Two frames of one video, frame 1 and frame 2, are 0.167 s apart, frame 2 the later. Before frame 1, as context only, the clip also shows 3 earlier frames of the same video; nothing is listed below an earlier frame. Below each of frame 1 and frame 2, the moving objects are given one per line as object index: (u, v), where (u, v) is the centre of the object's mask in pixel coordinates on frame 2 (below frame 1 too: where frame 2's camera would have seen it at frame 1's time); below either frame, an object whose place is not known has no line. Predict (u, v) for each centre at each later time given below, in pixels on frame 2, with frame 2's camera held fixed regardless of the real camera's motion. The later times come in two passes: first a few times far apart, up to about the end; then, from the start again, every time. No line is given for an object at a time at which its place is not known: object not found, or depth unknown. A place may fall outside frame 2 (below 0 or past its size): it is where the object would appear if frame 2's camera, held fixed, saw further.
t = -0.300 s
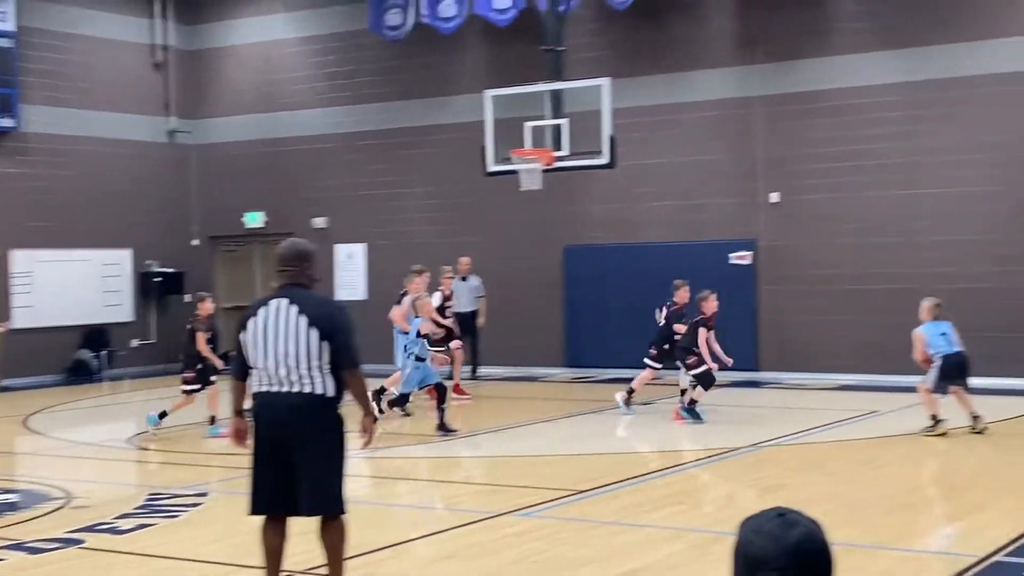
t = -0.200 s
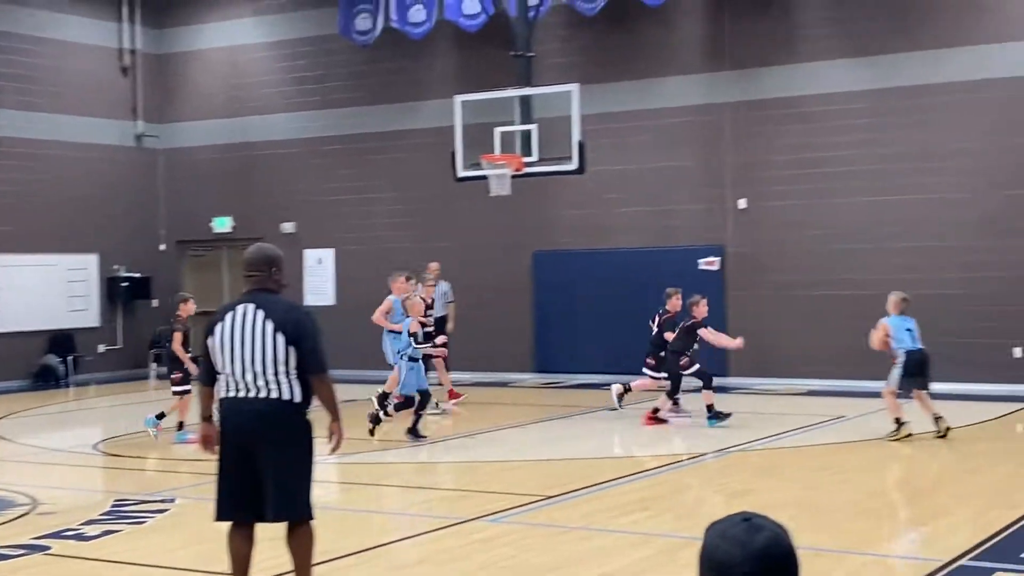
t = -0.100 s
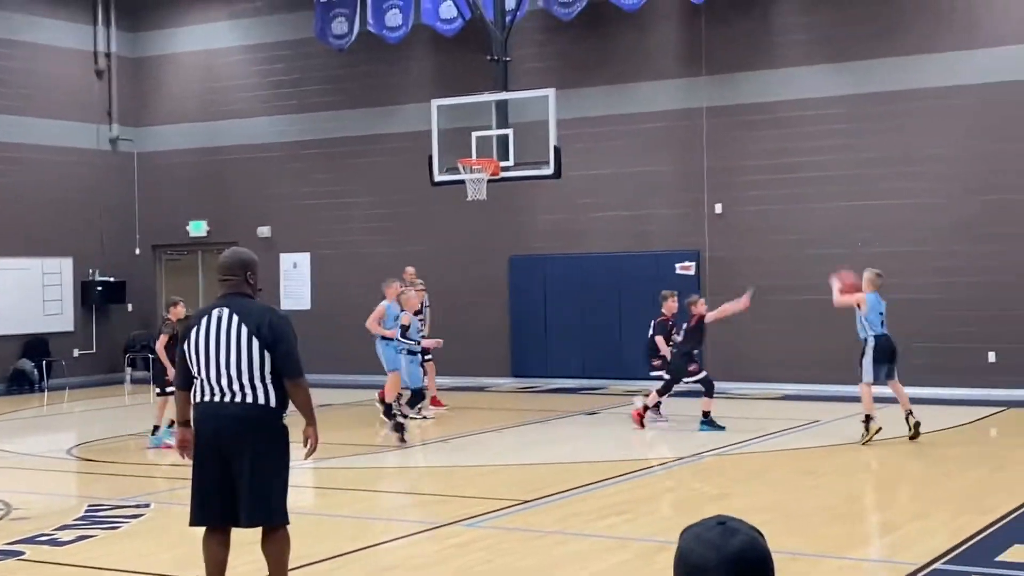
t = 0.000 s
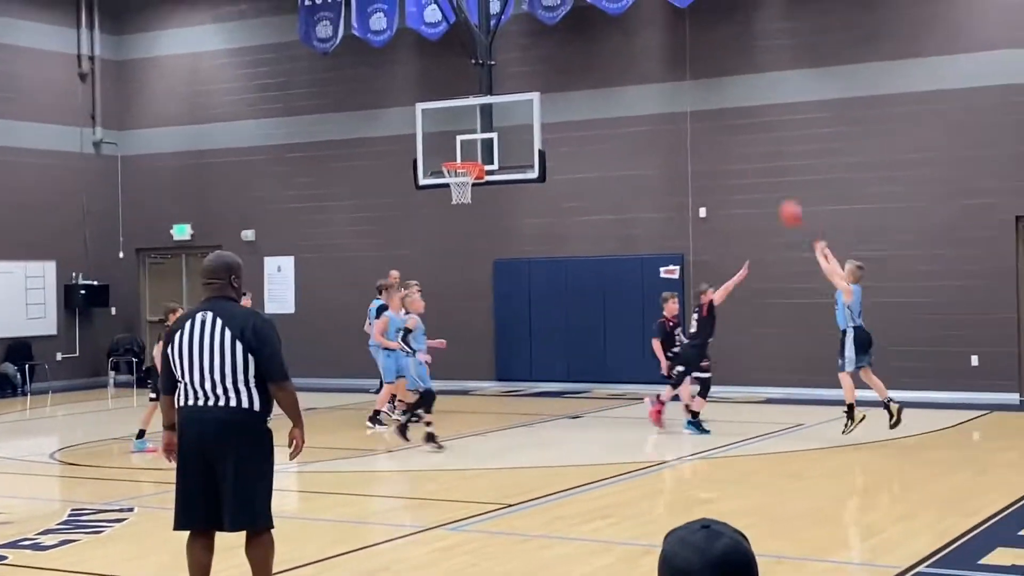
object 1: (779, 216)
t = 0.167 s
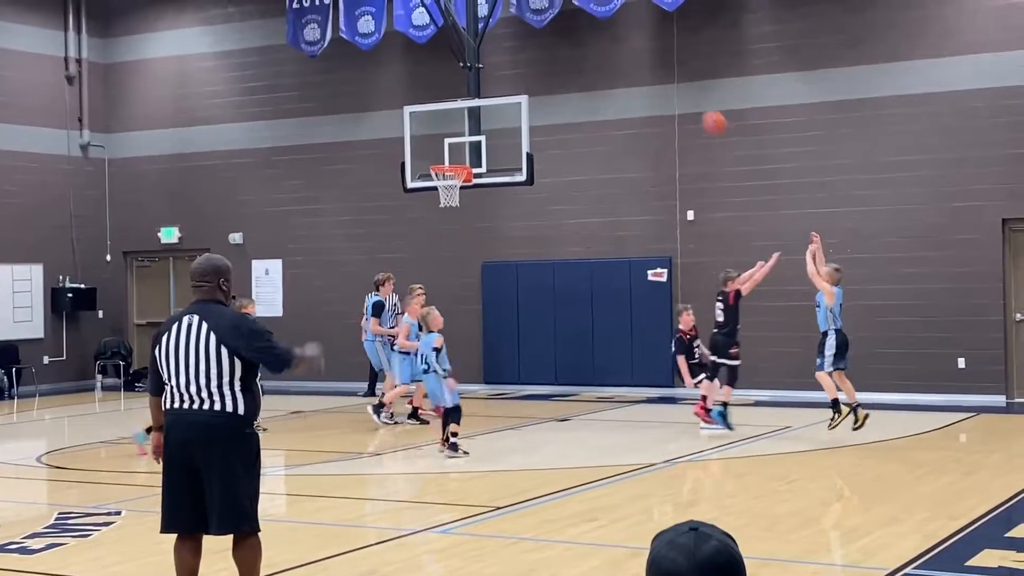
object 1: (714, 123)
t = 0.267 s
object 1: (678, 82)
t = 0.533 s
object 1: (597, 27)
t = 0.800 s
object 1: (527, 37)
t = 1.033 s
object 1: (475, 88)
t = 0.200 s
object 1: (702, 108)
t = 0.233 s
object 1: (690, 94)
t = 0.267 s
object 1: (678, 82)
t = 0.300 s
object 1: (667, 71)
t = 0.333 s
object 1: (656, 62)
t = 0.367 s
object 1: (646, 53)
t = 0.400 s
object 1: (634, 45)
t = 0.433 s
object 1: (625, 39)
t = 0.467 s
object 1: (615, 33)
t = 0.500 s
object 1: (606, 30)
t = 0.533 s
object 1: (597, 27)
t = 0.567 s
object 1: (588, 25)
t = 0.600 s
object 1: (579, 24)
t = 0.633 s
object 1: (569, 24)
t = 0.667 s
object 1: (561, 25)
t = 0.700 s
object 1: (553, 27)
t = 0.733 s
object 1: (544, 29)
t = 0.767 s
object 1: (536, 33)
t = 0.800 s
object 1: (527, 37)
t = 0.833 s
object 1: (519, 41)
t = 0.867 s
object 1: (512, 47)
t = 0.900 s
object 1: (505, 53)
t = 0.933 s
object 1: (498, 60)
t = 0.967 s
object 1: (490, 69)
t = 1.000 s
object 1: (483, 78)
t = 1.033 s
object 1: (475, 88)
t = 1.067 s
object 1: (469, 98)
